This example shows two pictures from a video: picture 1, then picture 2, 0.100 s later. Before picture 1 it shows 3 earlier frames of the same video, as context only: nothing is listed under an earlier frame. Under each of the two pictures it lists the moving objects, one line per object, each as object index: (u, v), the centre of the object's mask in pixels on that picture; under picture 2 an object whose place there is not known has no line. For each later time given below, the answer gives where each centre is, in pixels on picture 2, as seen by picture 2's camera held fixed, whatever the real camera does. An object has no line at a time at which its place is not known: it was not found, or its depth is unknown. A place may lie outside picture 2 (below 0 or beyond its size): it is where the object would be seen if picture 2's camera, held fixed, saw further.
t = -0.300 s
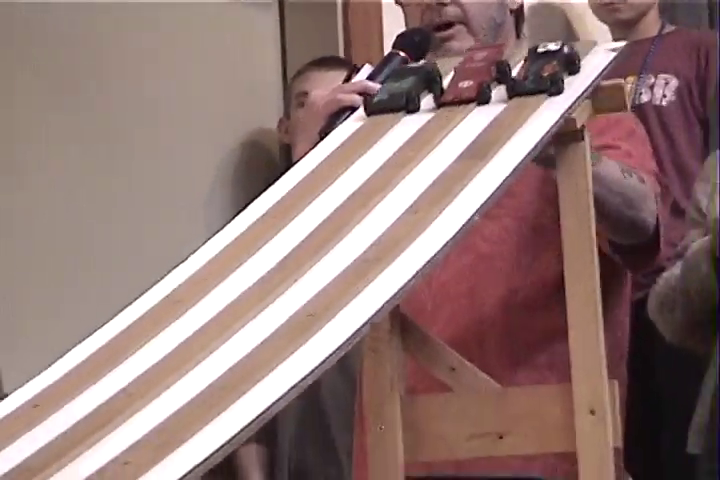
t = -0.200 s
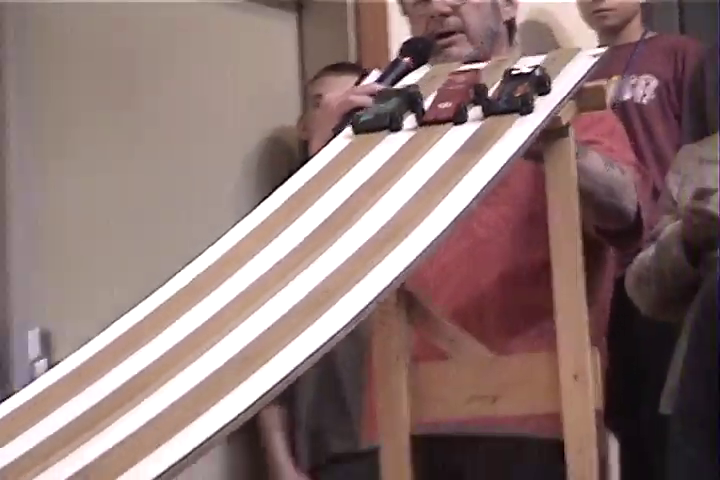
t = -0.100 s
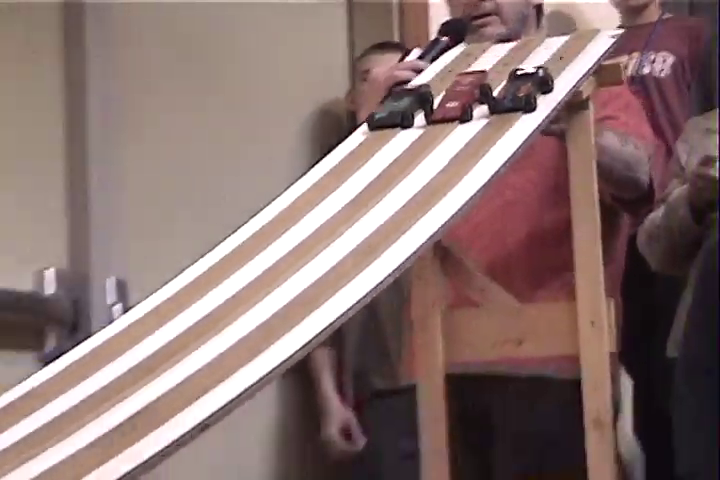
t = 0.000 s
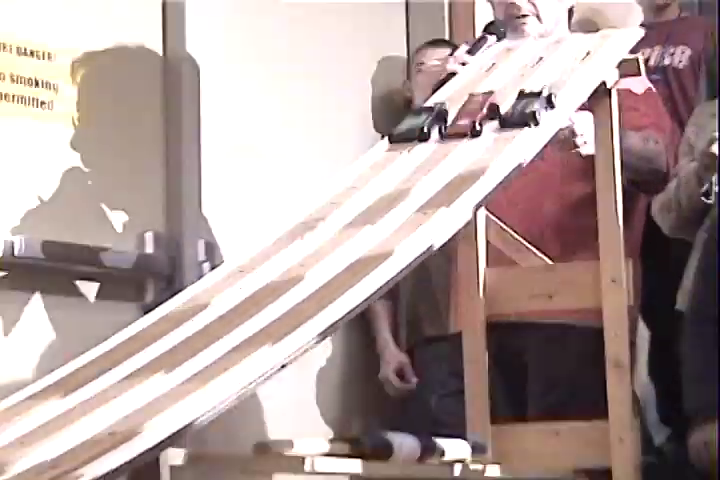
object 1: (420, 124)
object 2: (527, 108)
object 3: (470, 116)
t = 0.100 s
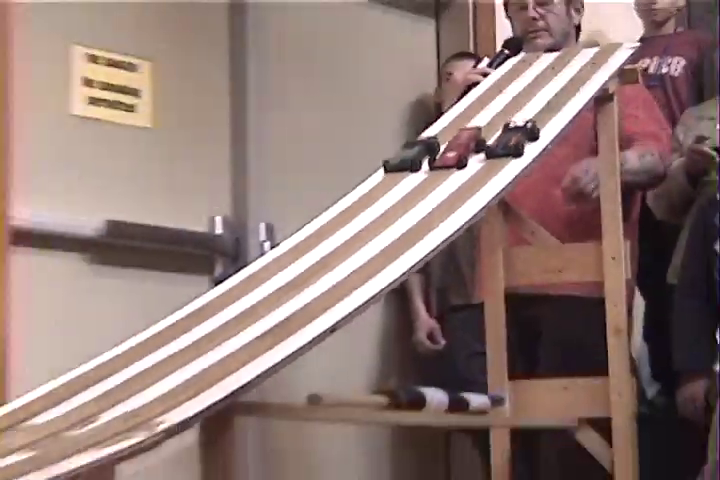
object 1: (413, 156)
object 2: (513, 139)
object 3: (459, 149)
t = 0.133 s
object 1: (398, 166)
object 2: (502, 150)
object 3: (444, 161)
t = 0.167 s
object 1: (381, 179)
